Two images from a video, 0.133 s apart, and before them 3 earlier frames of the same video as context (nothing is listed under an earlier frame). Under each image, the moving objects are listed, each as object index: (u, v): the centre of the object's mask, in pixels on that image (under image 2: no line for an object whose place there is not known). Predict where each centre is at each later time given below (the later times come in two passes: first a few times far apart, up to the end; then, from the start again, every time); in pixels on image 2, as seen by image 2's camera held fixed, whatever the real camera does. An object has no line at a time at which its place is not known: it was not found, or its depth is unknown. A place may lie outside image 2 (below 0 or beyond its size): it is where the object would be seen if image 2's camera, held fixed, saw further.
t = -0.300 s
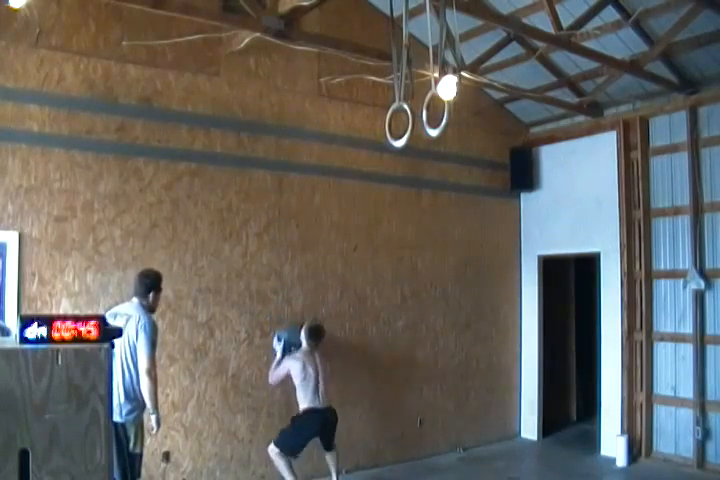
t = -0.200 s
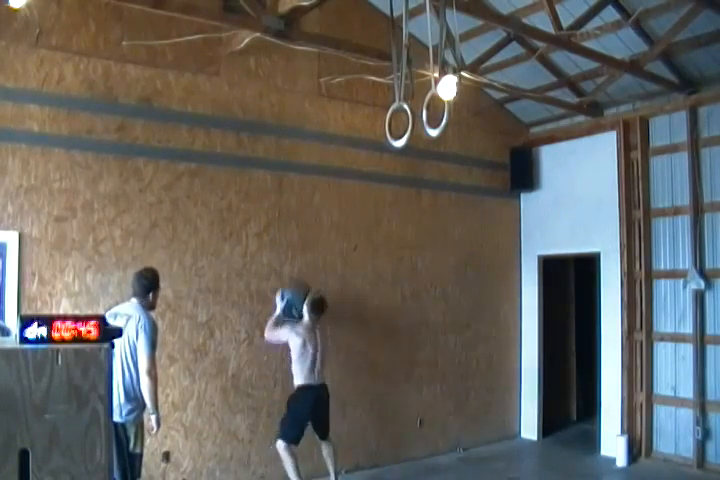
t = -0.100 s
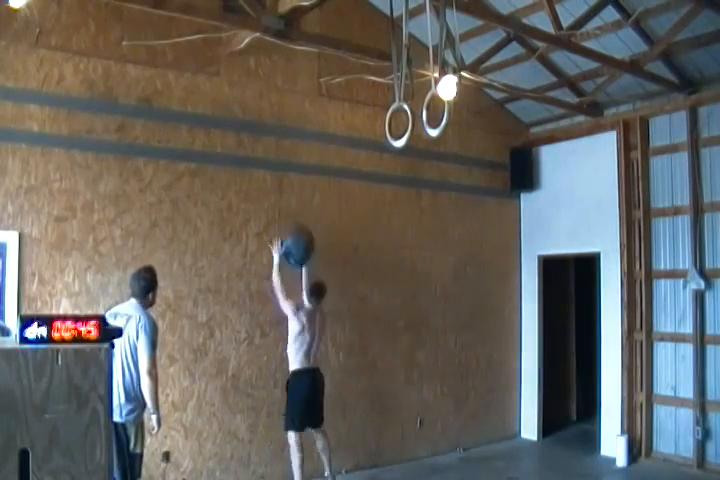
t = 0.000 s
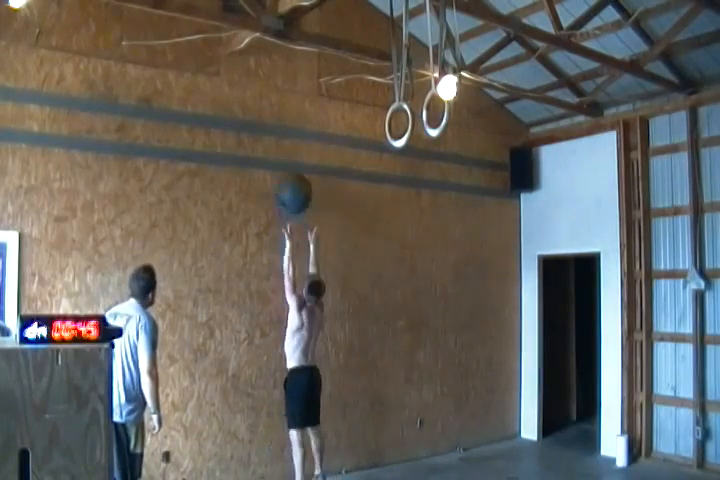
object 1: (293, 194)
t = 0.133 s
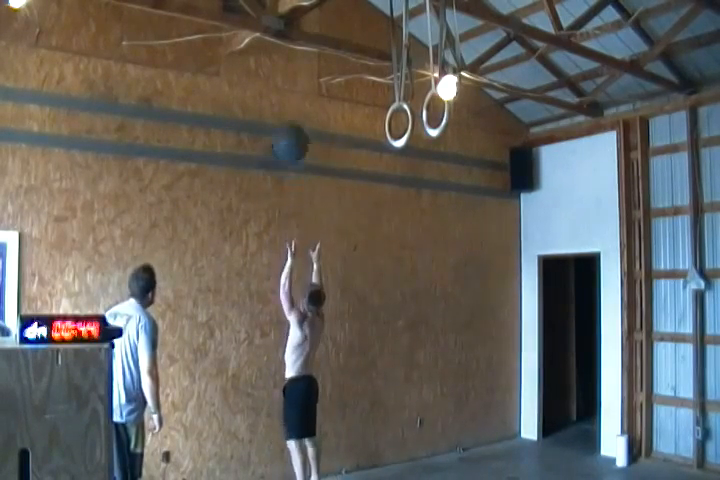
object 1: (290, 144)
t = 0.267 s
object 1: (286, 115)
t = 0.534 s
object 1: (284, 118)
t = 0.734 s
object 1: (284, 173)
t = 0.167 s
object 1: (289, 133)
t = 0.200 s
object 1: (288, 126)
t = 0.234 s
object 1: (287, 120)
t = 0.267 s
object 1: (286, 115)
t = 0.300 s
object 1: (285, 111)
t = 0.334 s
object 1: (284, 109)
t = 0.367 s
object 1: (284, 106)
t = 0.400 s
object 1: (284, 106)
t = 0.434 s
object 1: (285, 107)
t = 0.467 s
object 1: (284, 109)
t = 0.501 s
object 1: (284, 113)
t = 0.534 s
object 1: (284, 118)
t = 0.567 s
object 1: (284, 124)
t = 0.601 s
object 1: (284, 132)
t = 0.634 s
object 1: (285, 139)
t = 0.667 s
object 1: (284, 149)
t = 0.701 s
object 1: (283, 162)
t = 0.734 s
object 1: (284, 173)
